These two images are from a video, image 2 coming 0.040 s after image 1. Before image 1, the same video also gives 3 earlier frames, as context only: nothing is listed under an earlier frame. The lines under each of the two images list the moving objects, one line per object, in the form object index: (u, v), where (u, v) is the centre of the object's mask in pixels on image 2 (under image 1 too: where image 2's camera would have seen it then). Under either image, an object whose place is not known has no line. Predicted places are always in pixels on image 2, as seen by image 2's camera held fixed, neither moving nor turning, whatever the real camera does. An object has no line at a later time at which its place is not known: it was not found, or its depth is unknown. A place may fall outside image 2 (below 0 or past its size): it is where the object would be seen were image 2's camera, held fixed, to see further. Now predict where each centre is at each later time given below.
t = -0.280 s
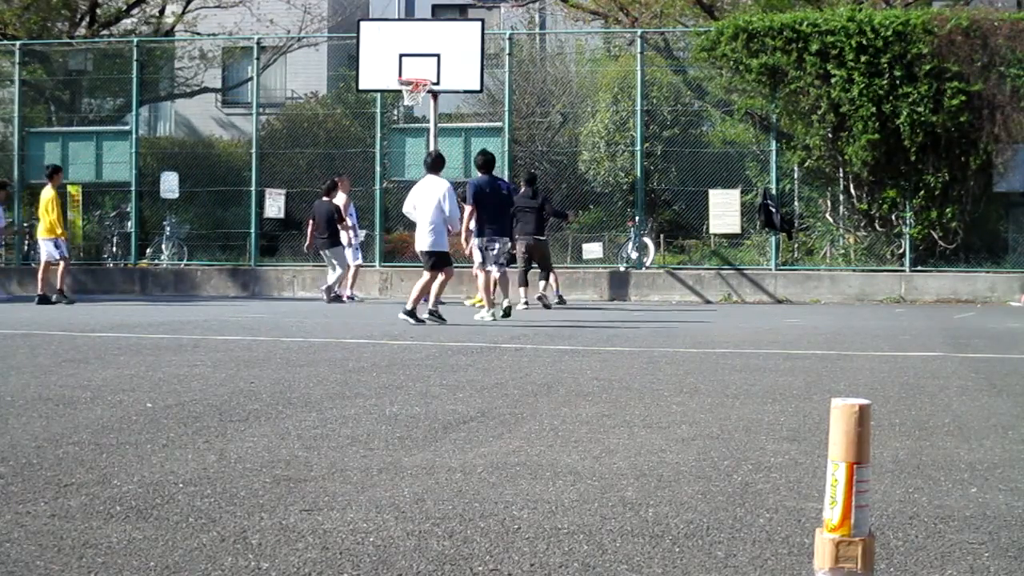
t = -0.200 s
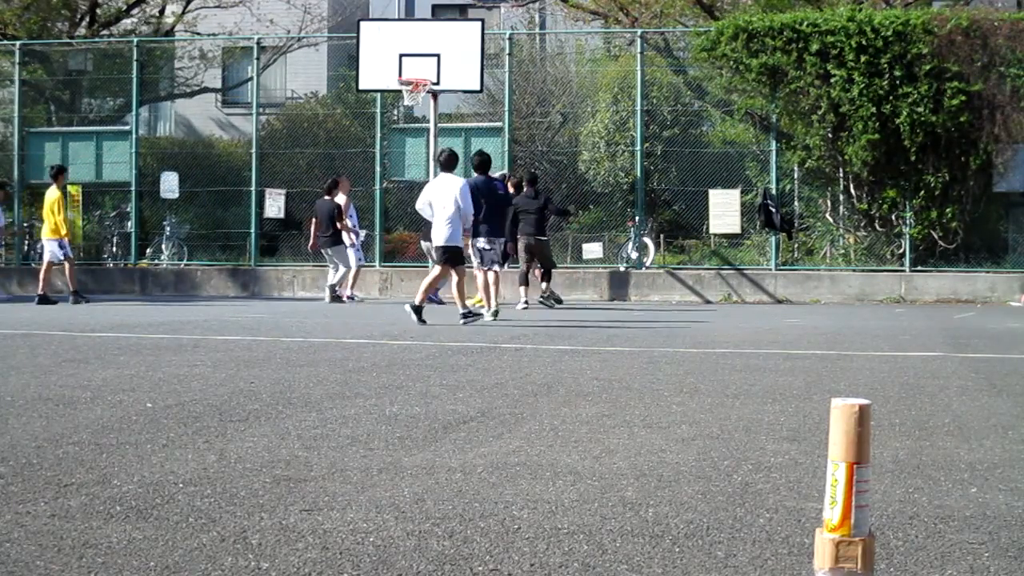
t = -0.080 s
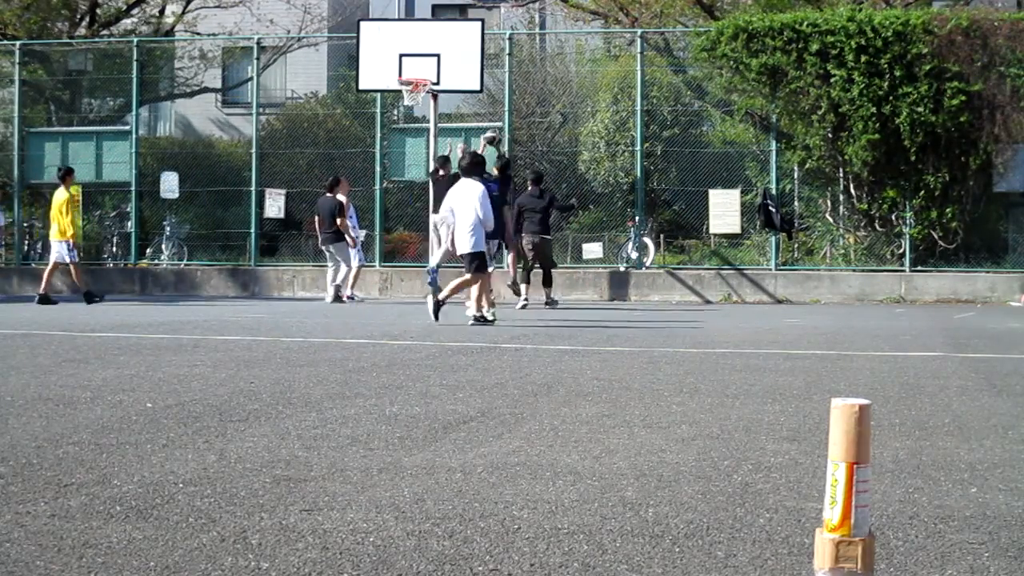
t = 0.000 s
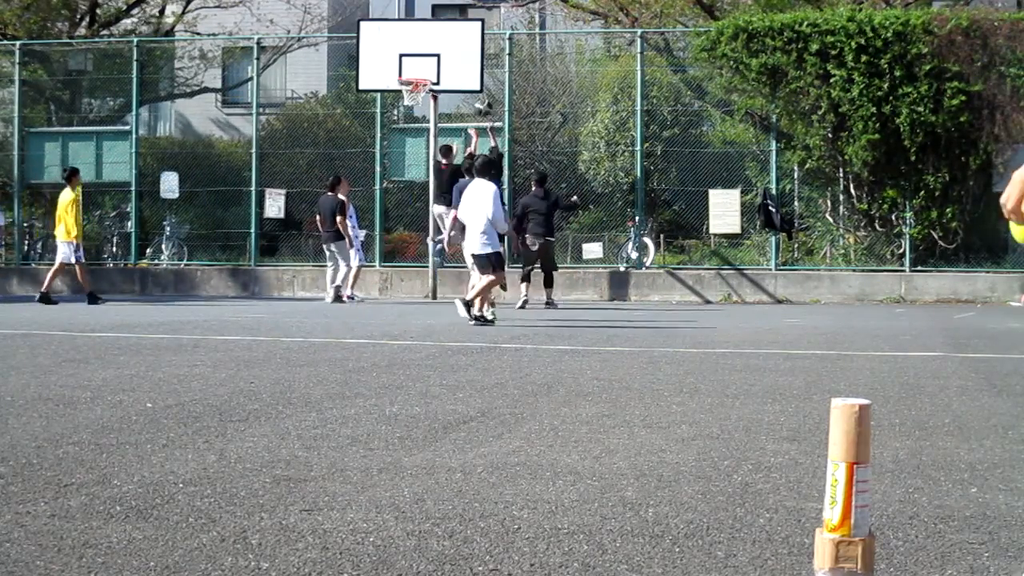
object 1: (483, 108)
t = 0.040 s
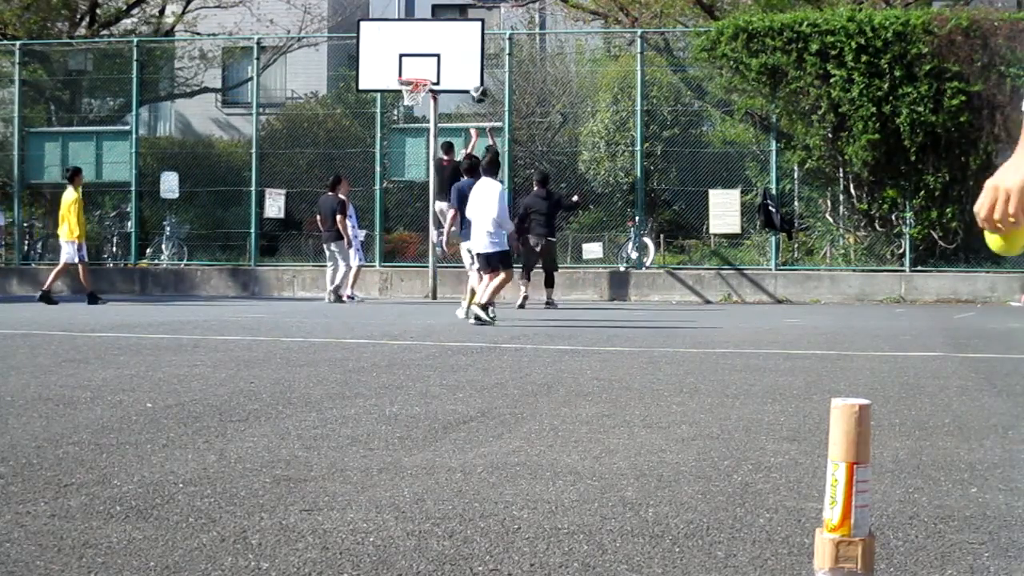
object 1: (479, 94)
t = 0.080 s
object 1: (474, 82)
